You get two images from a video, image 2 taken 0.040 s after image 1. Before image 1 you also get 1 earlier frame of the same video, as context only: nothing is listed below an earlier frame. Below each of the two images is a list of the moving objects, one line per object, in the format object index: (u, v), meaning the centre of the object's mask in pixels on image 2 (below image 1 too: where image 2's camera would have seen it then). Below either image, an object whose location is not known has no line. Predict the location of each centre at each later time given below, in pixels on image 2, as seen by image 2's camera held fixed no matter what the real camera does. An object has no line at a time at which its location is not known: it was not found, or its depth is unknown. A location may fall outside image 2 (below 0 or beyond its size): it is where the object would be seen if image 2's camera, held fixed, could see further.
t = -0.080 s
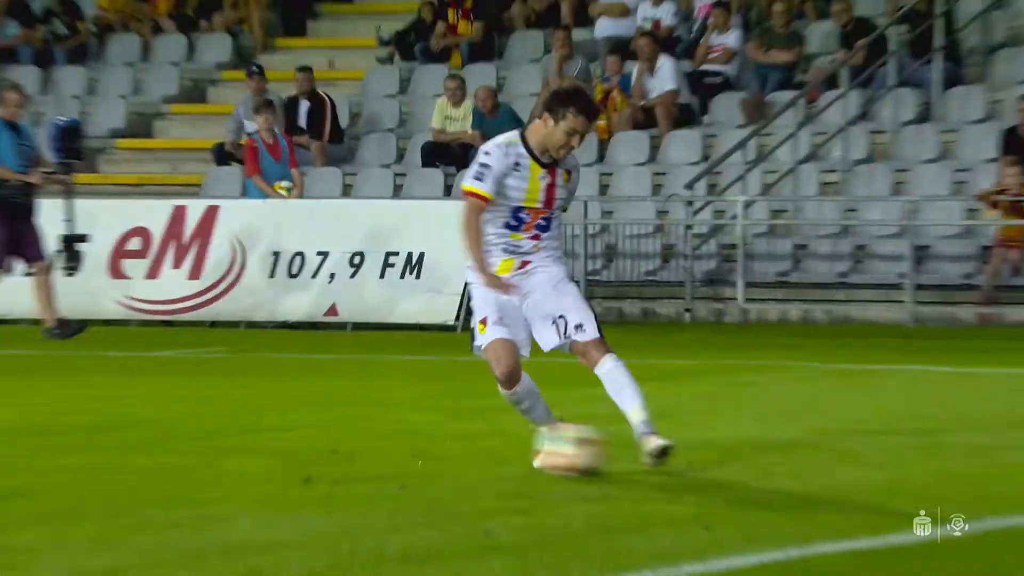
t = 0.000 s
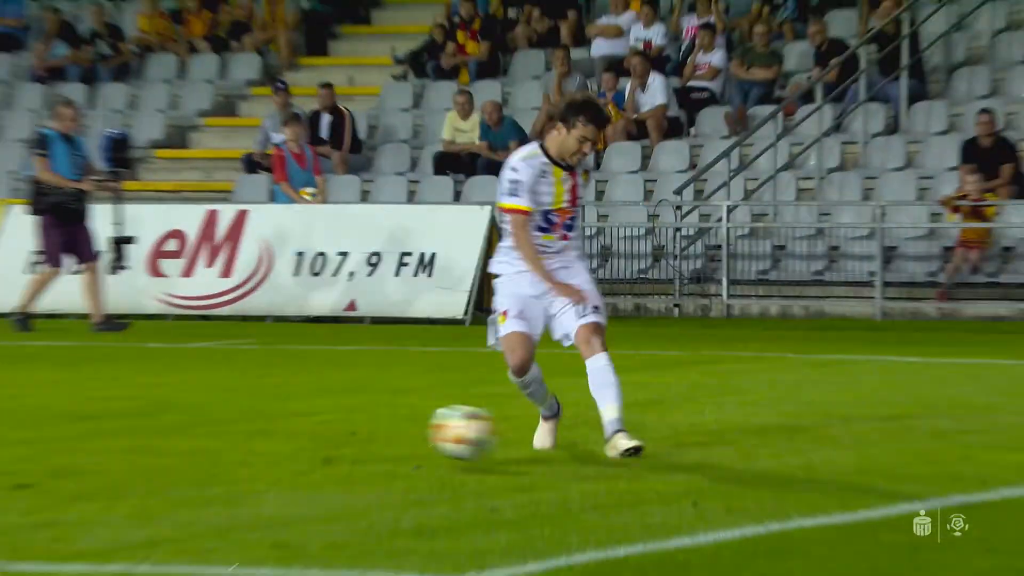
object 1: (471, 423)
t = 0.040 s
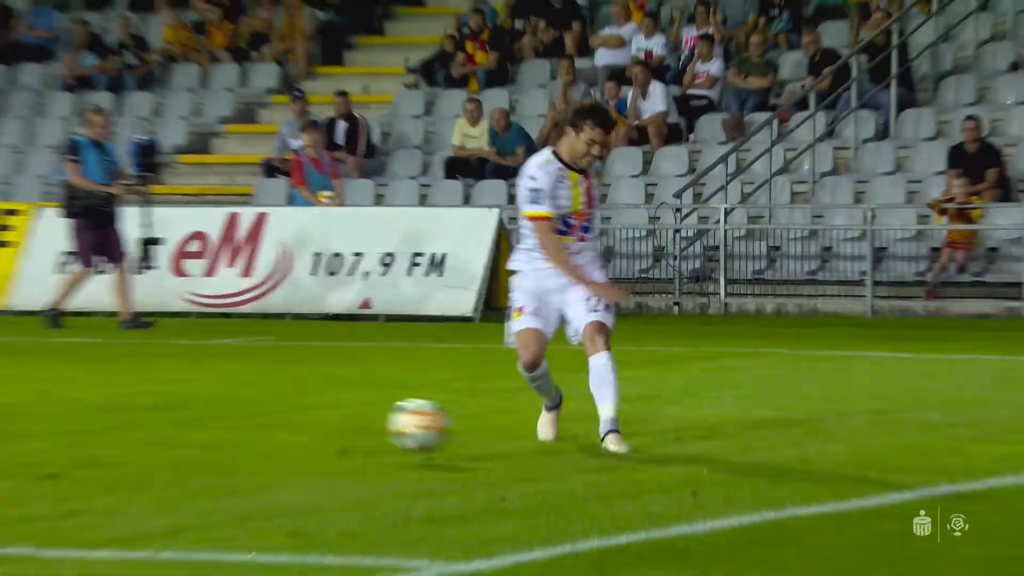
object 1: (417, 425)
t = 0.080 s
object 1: (362, 426)
